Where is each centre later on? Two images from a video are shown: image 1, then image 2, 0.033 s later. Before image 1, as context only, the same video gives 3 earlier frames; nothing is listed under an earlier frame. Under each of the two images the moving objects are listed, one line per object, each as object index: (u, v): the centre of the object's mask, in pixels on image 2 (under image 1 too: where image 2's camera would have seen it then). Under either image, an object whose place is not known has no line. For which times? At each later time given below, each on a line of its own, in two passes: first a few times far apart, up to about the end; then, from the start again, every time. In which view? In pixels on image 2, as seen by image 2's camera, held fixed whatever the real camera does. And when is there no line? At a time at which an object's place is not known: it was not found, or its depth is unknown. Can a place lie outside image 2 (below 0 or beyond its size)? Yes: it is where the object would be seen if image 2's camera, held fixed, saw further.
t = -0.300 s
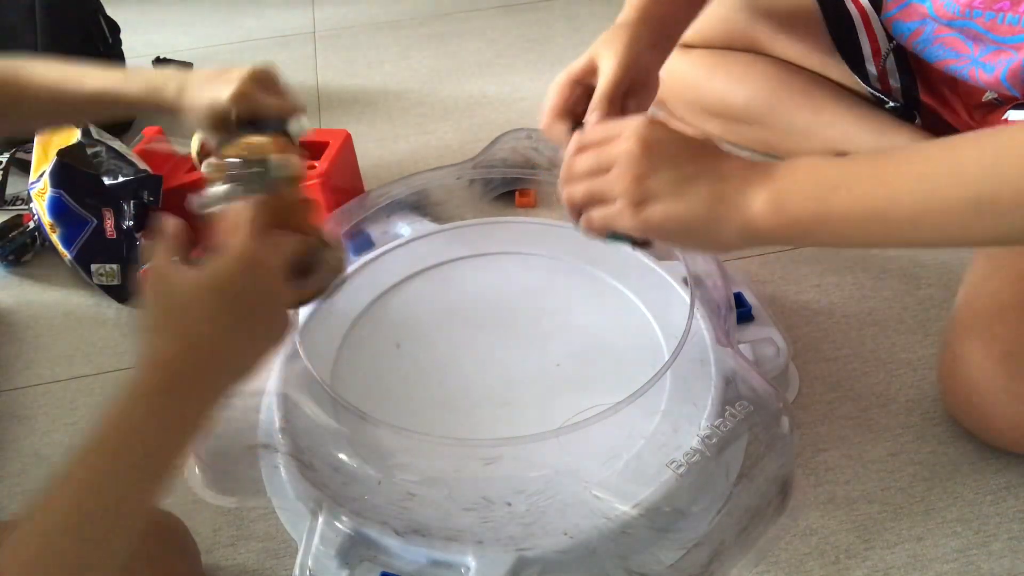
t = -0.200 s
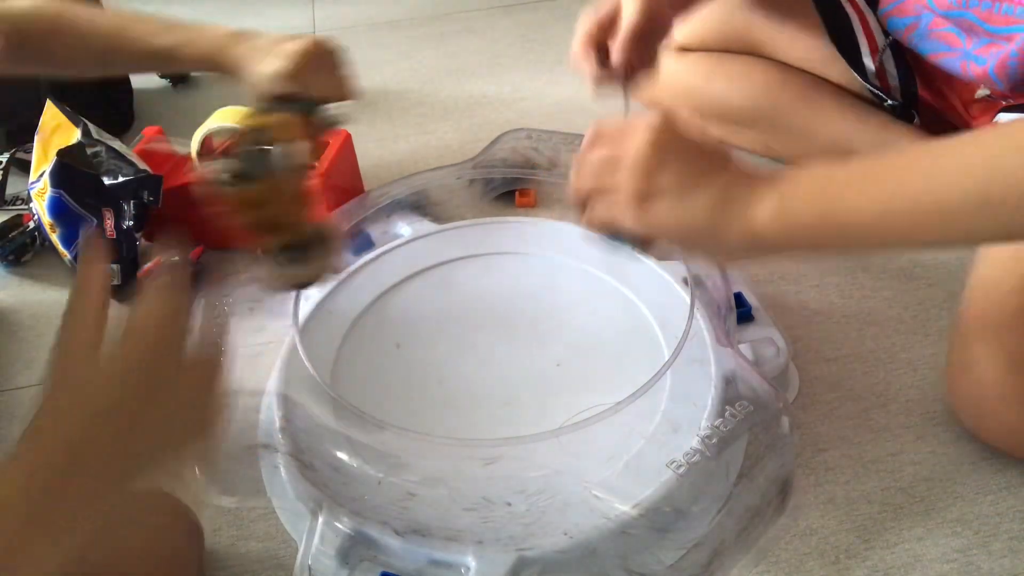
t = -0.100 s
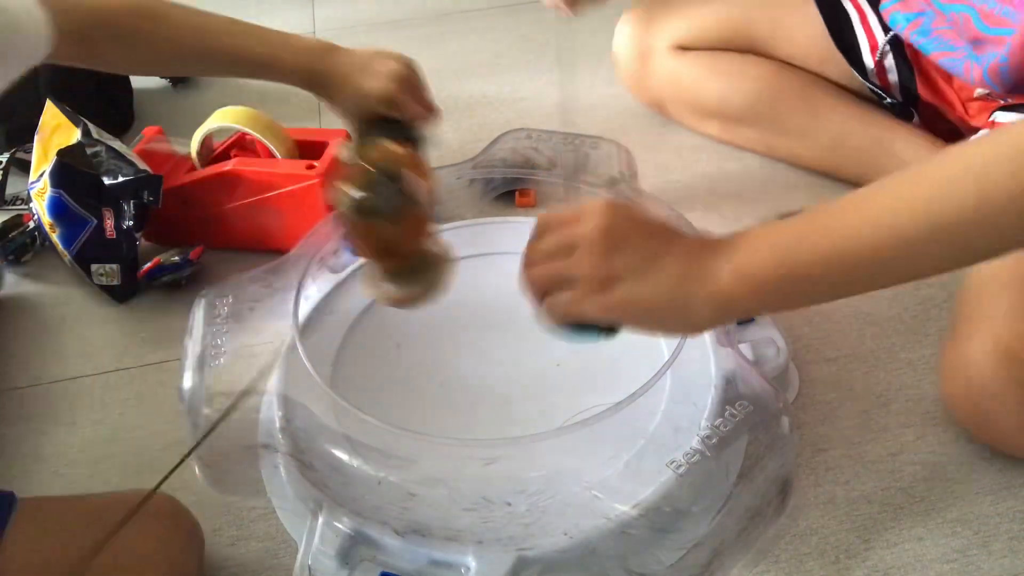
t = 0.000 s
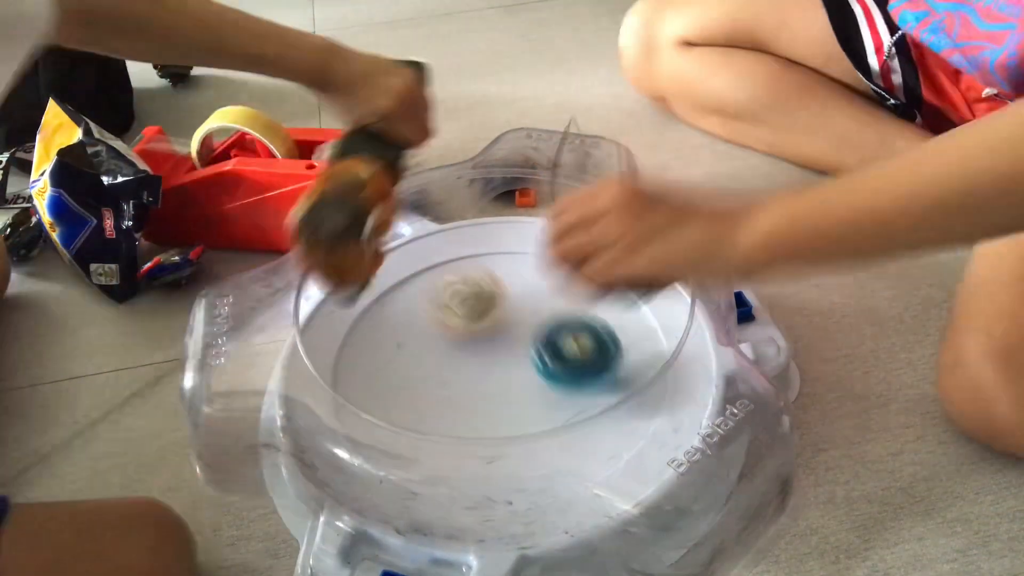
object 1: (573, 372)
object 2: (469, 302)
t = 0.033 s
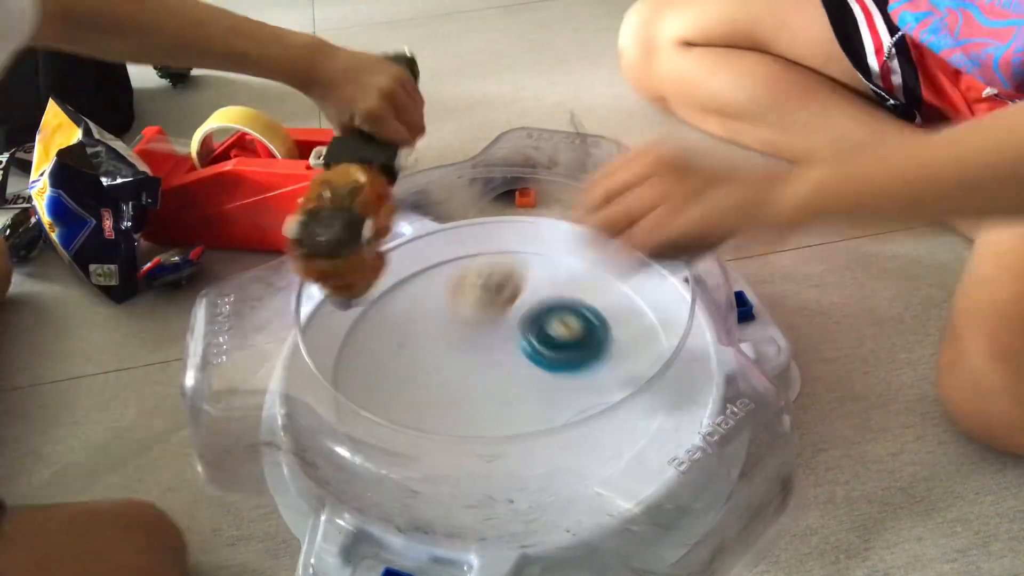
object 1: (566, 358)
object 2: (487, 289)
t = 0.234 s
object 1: (487, 353)
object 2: (586, 267)
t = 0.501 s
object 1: (447, 361)
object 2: (552, 358)
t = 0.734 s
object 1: (426, 391)
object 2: (616, 433)
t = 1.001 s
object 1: (487, 380)
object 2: (590, 378)
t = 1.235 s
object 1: (440, 342)
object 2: (594, 363)
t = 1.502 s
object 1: (452, 377)
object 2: (536, 396)
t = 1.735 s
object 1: (426, 376)
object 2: (592, 441)
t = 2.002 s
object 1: (490, 384)
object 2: (601, 406)
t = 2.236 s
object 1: (471, 273)
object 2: (601, 417)
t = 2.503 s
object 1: (428, 331)
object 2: (536, 393)
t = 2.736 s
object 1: (422, 355)
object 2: (489, 408)
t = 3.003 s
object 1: (468, 352)
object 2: (466, 425)
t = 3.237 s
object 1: (530, 356)
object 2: (473, 406)
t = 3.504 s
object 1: (546, 353)
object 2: (462, 374)
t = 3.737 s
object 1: (525, 347)
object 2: (444, 360)
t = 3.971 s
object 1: (520, 354)
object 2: (438, 365)
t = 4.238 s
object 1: (556, 358)
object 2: (431, 365)
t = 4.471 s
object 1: (561, 351)
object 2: (435, 355)
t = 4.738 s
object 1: (534, 363)
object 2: (441, 344)
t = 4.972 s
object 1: (539, 404)
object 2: (446, 334)
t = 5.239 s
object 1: (565, 408)
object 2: (452, 328)
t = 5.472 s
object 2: (465, 330)
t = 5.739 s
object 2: (468, 319)
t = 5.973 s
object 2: (487, 325)
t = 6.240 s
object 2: (508, 318)
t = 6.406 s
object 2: (503, 293)
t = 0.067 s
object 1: (551, 353)
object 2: (505, 263)
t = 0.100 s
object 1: (538, 356)
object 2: (523, 249)
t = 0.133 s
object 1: (531, 367)
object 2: (542, 246)
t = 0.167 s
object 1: (513, 354)
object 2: (560, 252)
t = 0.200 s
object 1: (501, 350)
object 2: (581, 269)
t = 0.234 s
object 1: (487, 353)
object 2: (586, 267)
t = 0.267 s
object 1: (476, 346)
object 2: (591, 270)
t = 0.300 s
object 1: (468, 344)
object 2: (596, 287)
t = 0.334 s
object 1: (460, 342)
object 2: (593, 294)
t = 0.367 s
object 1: (452, 342)
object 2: (587, 311)
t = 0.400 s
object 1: (451, 345)
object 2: (581, 324)
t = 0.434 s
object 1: (447, 349)
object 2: (571, 336)
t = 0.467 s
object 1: (447, 354)
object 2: (562, 348)
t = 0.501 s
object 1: (447, 361)
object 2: (552, 358)
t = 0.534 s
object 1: (450, 371)
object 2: (545, 371)
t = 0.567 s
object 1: (453, 378)
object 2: (540, 382)
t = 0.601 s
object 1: (440, 381)
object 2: (553, 395)
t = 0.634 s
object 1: (434, 383)
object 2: (569, 409)
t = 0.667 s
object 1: (428, 386)
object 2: (585, 421)
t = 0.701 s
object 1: (426, 388)
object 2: (601, 427)
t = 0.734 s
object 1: (426, 391)
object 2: (616, 433)
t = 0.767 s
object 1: (430, 393)
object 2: (622, 427)
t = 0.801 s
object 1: (436, 393)
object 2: (623, 425)
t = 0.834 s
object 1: (443, 393)
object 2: (619, 418)
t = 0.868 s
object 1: (455, 393)
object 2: (612, 411)
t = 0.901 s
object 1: (467, 392)
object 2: (604, 401)
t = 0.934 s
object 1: (480, 393)
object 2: (588, 389)
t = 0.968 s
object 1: (491, 391)
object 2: (582, 384)
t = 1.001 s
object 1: (487, 380)
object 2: (590, 378)
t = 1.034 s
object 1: (475, 370)
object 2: (598, 373)
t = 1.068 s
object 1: (465, 362)
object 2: (603, 369)
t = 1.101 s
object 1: (458, 354)
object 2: (605, 366)
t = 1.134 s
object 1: (450, 348)
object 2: (605, 365)
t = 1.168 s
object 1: (446, 344)
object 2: (603, 364)
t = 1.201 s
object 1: (444, 343)
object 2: (599, 363)
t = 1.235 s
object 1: (440, 342)
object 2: (594, 363)
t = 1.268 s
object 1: (439, 343)
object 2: (588, 365)
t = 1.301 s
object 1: (440, 345)
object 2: (580, 367)
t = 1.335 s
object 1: (441, 349)
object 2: (572, 370)
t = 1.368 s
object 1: (440, 355)
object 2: (563, 373)
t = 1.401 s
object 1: (444, 361)
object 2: (554, 376)
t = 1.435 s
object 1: (448, 369)
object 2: (545, 381)
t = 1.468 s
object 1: (452, 376)
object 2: (537, 387)
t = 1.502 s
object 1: (452, 377)
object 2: (536, 396)
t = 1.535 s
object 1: (444, 373)
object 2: (546, 408)
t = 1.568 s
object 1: (437, 371)
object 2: (554, 418)
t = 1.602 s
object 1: (433, 369)
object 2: (561, 427)
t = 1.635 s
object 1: (428, 369)
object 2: (569, 433)
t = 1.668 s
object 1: (426, 370)
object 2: (577, 437)
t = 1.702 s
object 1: (424, 372)
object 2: (585, 440)
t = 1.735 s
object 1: (426, 376)
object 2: (592, 441)
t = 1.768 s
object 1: (427, 380)
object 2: (600, 440)
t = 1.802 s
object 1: (433, 384)
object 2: (605, 438)
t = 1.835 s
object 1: (438, 388)
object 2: (609, 434)
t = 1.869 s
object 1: (446, 391)
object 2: (611, 431)
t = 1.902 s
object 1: (454, 392)
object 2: (611, 426)
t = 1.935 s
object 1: (466, 391)
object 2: (610, 419)
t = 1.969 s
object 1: (478, 389)
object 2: (608, 413)
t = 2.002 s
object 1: (490, 384)
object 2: (601, 406)
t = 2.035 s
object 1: (502, 378)
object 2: (594, 400)
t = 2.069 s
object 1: (511, 372)
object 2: (588, 394)
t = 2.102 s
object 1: (517, 362)
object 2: (586, 395)
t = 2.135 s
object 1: (505, 335)
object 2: (595, 404)
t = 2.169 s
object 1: (492, 311)
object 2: (600, 410)
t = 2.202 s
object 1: (483, 289)
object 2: (602, 415)
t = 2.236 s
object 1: (471, 273)
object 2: (601, 417)
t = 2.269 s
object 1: (460, 262)
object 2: (598, 417)
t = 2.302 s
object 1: (451, 266)
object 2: (592, 416)
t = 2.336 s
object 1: (447, 275)
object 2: (584, 413)
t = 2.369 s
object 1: (441, 284)
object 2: (576, 409)
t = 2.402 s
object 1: (437, 295)
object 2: (568, 404)
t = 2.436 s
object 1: (433, 306)
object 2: (558, 399)
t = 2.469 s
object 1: (429, 320)
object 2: (548, 395)
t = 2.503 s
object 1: (428, 331)
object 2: (536, 393)
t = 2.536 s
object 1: (429, 343)
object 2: (525, 388)
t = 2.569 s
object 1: (432, 353)
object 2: (512, 387)
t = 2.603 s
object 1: (434, 359)
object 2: (504, 387)
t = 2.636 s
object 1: (427, 359)
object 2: (502, 392)
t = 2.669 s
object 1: (424, 356)
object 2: (498, 396)
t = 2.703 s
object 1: (422, 355)
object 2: (494, 403)
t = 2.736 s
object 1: (422, 355)
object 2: (489, 408)
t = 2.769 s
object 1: (423, 355)
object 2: (486, 410)
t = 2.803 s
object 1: (425, 355)
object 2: (481, 415)
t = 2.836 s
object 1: (430, 355)
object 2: (476, 420)
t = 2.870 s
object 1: (436, 355)
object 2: (472, 423)
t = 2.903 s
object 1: (443, 355)
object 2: (469, 424)
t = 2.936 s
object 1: (450, 354)
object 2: (468, 425)
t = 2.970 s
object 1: (459, 353)
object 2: (466, 425)
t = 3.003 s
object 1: (468, 352)
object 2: (466, 425)
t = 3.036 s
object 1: (480, 352)
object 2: (466, 424)
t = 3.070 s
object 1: (489, 351)
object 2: (467, 423)
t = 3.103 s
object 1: (499, 352)
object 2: (469, 420)
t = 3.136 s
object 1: (508, 353)
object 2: (472, 414)
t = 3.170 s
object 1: (518, 353)
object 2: (471, 413)
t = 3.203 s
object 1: (524, 354)
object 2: (473, 409)
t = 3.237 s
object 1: (530, 356)
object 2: (473, 406)
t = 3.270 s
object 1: (535, 358)
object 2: (473, 403)
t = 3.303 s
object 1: (541, 359)
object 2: (473, 399)
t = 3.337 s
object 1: (543, 359)
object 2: (472, 394)
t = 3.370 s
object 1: (546, 359)
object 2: (470, 390)
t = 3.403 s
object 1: (546, 357)
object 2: (468, 385)
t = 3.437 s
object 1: (547, 356)
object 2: (466, 381)
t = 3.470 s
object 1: (547, 354)
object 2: (464, 378)
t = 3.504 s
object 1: (546, 353)
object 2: (462, 374)
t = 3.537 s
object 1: (544, 351)
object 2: (460, 371)
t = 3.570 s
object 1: (541, 350)
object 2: (458, 367)
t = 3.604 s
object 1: (537, 349)
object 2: (455, 365)
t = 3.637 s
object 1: (534, 347)
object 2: (453, 363)
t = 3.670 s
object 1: (530, 348)
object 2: (449, 361)
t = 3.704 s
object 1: (525, 347)
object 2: (447, 360)
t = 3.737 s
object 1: (525, 347)
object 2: (444, 360)
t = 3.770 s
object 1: (521, 348)
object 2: (441, 359)
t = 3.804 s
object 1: (519, 348)
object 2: (440, 359)
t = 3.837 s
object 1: (518, 349)
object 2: (439, 359)
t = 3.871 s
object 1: (518, 350)
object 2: (439, 360)
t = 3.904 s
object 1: (518, 350)
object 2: (439, 362)
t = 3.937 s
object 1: (519, 352)
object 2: (439, 363)
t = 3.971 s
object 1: (520, 354)
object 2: (438, 365)
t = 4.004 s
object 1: (525, 355)
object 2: (437, 365)
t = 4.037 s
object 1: (530, 355)
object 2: (435, 366)
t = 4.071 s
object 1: (535, 357)
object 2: (434, 366)
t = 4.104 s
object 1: (540, 358)
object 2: (433, 366)
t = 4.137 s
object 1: (544, 358)
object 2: (432, 366)
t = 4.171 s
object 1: (549, 358)
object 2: (431, 366)
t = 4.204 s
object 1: (553, 358)
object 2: (431, 366)
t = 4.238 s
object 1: (556, 358)
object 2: (431, 365)
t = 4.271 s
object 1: (558, 358)
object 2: (432, 364)
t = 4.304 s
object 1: (561, 357)
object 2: (432, 363)
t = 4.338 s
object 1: (563, 356)
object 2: (433, 362)
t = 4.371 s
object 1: (562, 355)
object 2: (434, 359)
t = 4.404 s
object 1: (563, 354)
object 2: (435, 358)
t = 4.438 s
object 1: (560, 353)
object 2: (435, 356)
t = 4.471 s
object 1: (561, 351)
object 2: (435, 355)
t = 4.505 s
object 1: (557, 350)
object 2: (436, 354)
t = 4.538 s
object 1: (556, 350)
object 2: (437, 353)
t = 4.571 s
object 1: (550, 350)
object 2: (438, 352)
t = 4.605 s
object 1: (546, 350)
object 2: (439, 351)
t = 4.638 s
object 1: (542, 353)
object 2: (440, 349)
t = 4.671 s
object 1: (538, 355)
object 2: (441, 347)
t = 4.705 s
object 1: (536, 359)
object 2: (441, 345)
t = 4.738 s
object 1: (534, 363)
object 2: (441, 344)
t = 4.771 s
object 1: (532, 368)
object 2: (442, 343)
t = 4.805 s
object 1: (531, 373)
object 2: (443, 341)
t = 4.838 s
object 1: (533, 379)
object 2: (443, 339)
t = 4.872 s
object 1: (533, 386)
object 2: (444, 337)
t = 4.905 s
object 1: (535, 391)
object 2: (445, 336)
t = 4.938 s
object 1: (536, 398)
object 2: (445, 335)
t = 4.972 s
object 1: (539, 404)
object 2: (446, 334)
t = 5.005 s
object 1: (544, 407)
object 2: (446, 333)
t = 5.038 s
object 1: (547, 411)
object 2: (447, 332)
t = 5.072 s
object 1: (550, 413)
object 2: (448, 332)
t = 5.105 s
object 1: (554, 414)
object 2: (448, 331)
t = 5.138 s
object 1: (556, 414)
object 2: (449, 329)
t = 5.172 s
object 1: (560, 414)
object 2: (450, 329)
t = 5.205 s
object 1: (563, 412)
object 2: (451, 328)
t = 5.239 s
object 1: (565, 408)
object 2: (452, 328)
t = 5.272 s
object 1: (567, 404)
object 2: (452, 328)
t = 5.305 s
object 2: (454, 328)
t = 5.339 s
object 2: (455, 328)
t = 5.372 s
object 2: (457, 329)
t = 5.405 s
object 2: (459, 329)
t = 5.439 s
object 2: (462, 329)
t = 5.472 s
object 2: (465, 330)
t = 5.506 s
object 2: (467, 330)
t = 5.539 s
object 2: (465, 328)
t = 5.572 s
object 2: (463, 325)
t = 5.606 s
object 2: (462, 323)
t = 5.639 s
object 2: (462, 321)
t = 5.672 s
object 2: (464, 320)
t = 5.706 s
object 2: (466, 319)
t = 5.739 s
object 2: (468, 319)
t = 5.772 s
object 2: (471, 319)
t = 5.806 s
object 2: (474, 321)
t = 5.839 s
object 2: (476, 322)
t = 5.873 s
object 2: (479, 324)
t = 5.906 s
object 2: (482, 325)
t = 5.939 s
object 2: (485, 327)
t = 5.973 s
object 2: (487, 325)
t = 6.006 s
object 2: (491, 323)
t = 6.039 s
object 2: (494, 321)
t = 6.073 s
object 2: (497, 320)
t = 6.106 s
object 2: (500, 319)
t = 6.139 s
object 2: (502, 319)
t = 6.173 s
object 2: (504, 319)
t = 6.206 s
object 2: (506, 318)
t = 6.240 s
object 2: (508, 318)
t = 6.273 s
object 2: (509, 318)
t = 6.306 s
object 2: (510, 318)
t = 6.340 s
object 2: (508, 308)
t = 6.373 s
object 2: (506, 299)
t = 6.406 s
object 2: (503, 293)
